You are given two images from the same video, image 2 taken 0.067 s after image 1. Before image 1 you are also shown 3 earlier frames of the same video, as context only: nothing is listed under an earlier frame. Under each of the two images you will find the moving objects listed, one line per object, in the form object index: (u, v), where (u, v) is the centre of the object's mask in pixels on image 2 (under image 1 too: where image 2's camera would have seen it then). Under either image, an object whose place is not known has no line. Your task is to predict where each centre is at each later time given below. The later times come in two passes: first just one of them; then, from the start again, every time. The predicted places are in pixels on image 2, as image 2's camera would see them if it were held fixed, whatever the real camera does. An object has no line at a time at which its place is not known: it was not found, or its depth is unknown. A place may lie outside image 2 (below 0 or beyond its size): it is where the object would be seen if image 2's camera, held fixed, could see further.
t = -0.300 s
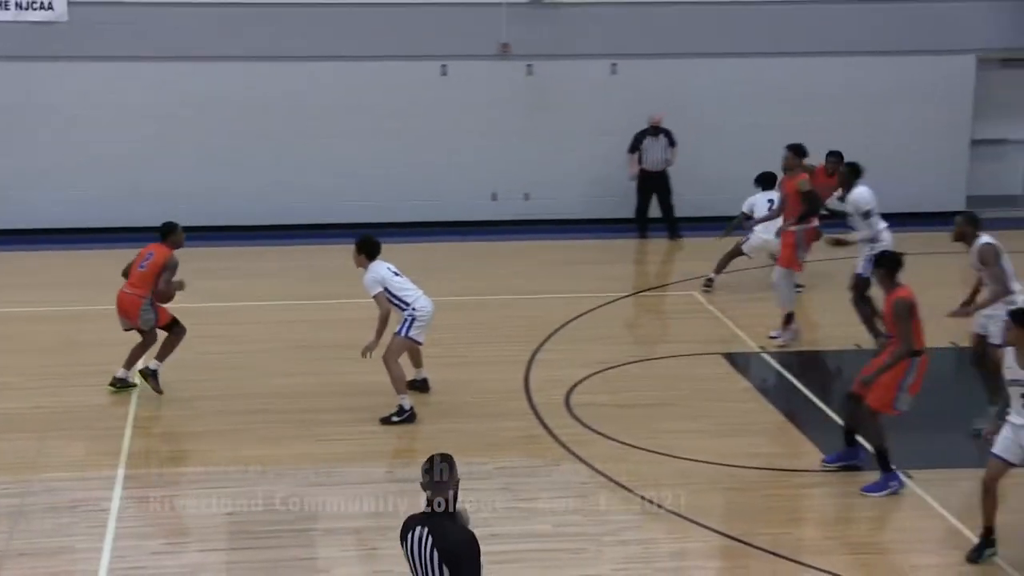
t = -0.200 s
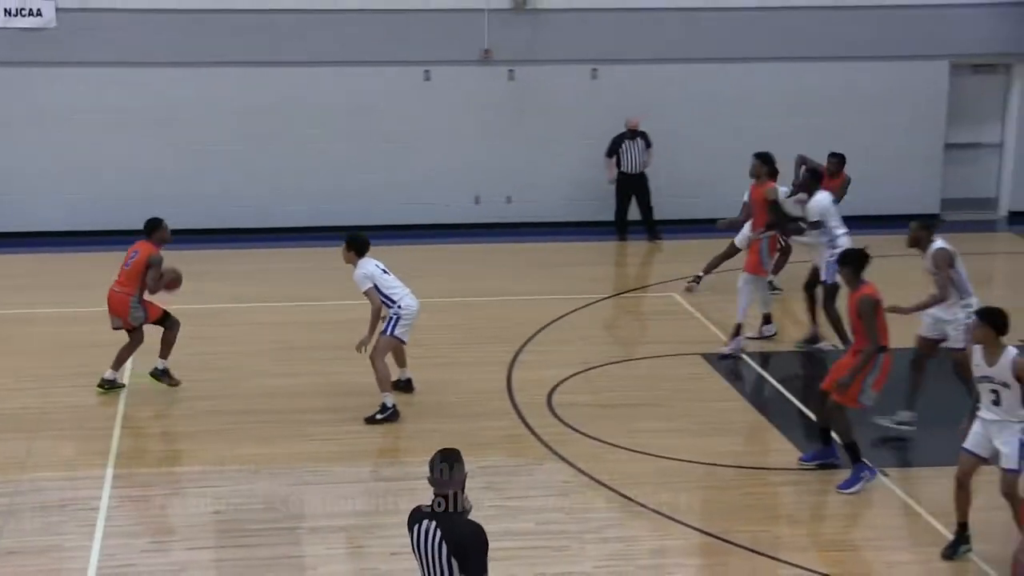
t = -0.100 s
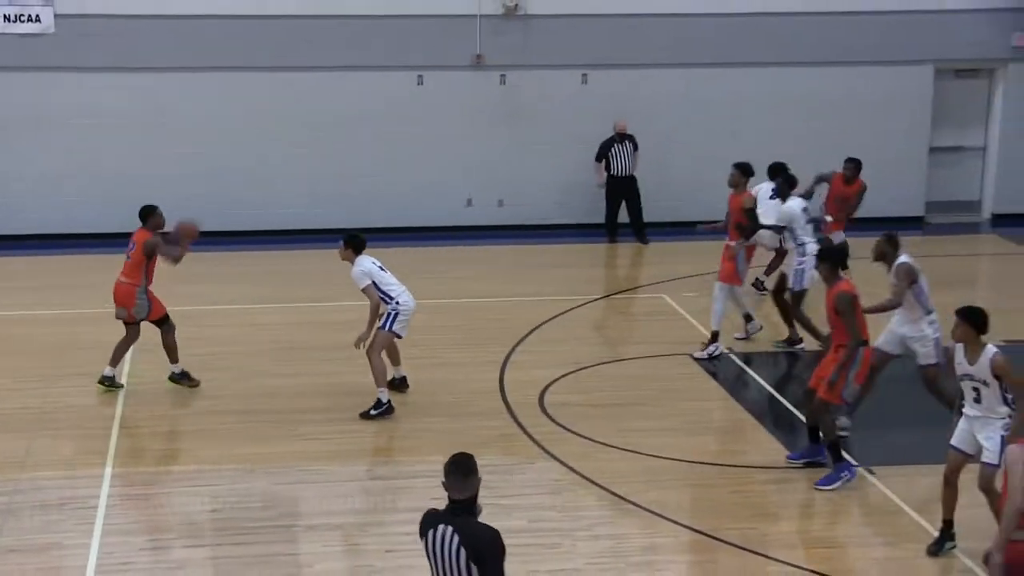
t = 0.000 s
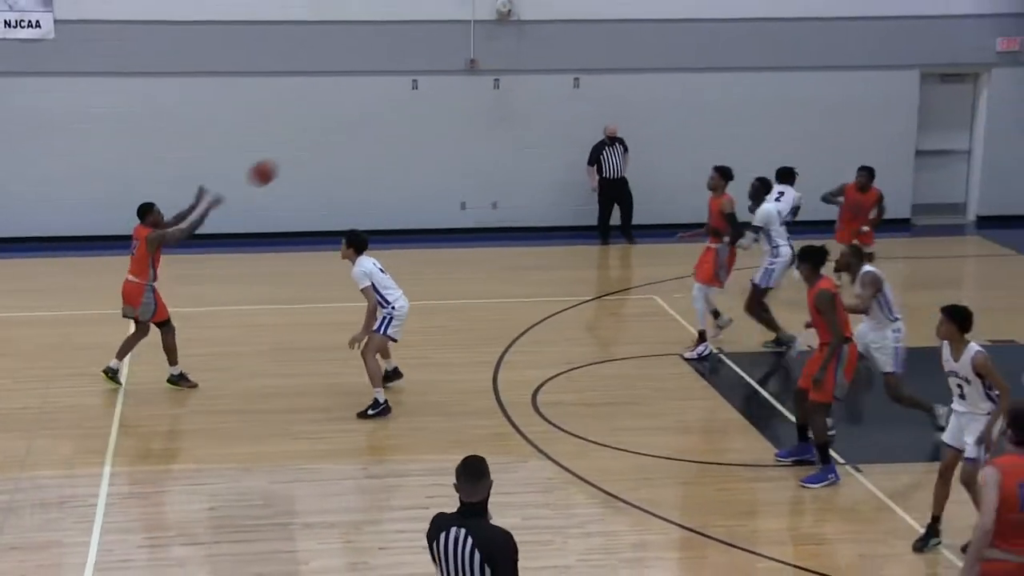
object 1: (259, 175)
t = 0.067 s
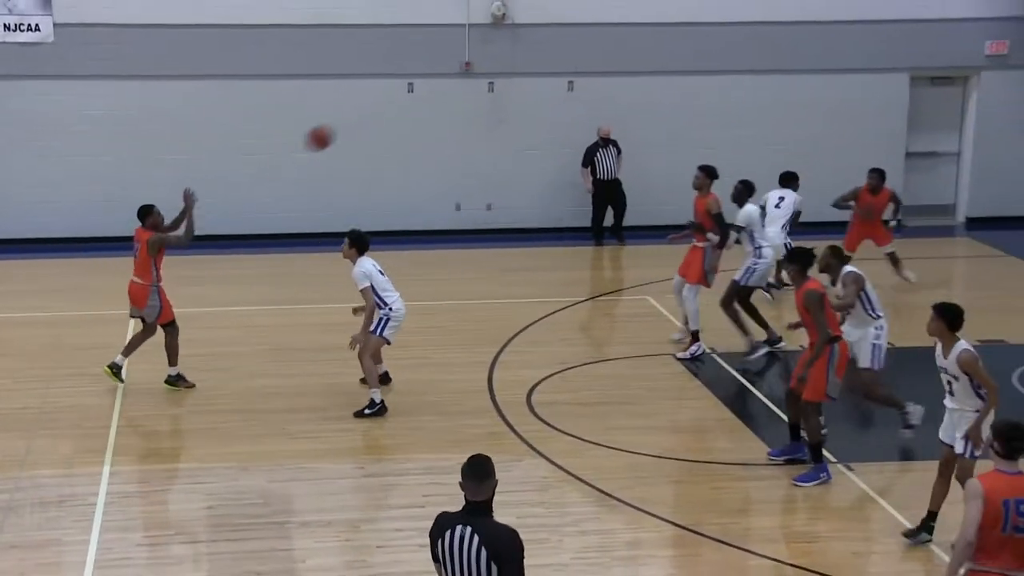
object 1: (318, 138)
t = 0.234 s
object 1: (470, 65)
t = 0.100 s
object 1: (348, 121)
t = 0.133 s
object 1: (378, 105)
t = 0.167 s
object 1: (407, 91)
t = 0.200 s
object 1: (438, 78)
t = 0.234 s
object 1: (470, 65)
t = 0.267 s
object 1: (499, 55)
